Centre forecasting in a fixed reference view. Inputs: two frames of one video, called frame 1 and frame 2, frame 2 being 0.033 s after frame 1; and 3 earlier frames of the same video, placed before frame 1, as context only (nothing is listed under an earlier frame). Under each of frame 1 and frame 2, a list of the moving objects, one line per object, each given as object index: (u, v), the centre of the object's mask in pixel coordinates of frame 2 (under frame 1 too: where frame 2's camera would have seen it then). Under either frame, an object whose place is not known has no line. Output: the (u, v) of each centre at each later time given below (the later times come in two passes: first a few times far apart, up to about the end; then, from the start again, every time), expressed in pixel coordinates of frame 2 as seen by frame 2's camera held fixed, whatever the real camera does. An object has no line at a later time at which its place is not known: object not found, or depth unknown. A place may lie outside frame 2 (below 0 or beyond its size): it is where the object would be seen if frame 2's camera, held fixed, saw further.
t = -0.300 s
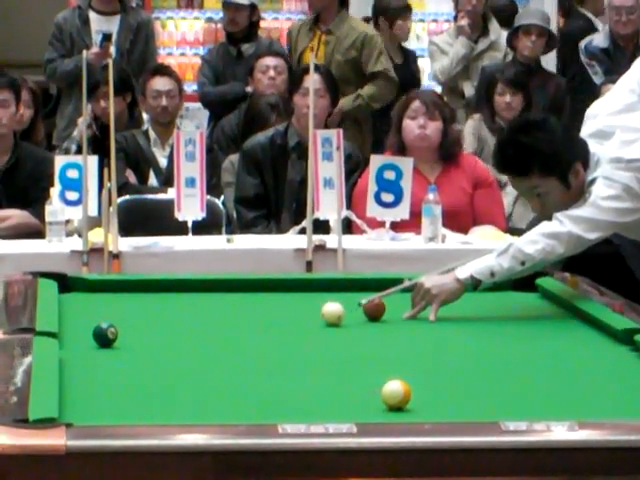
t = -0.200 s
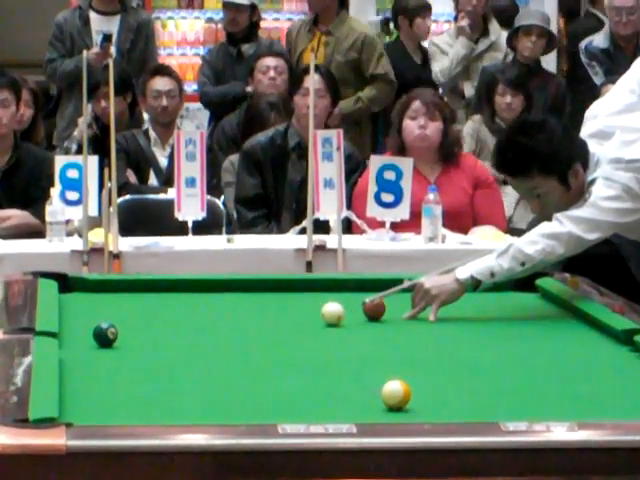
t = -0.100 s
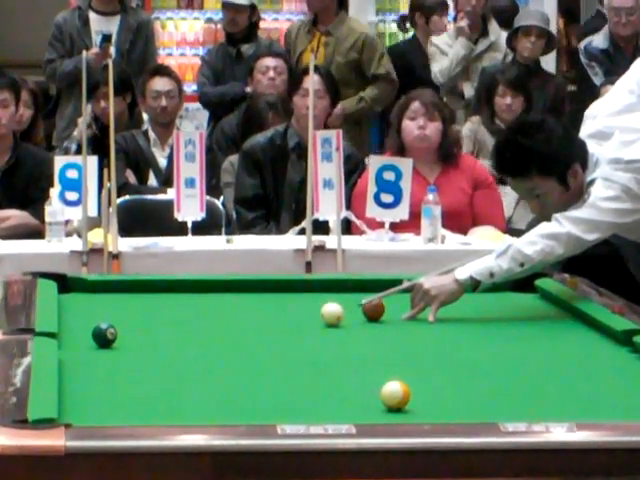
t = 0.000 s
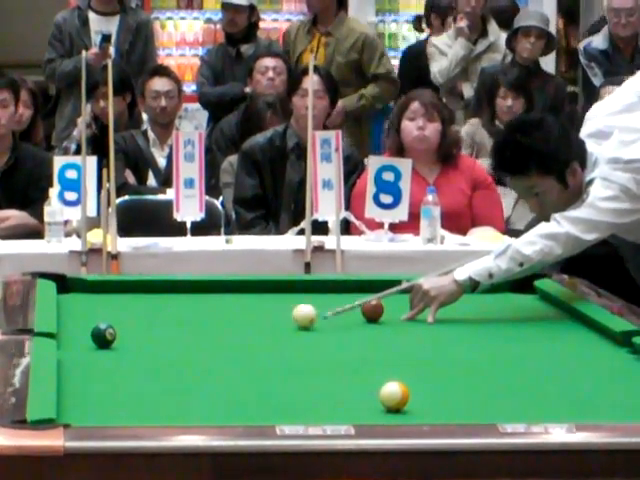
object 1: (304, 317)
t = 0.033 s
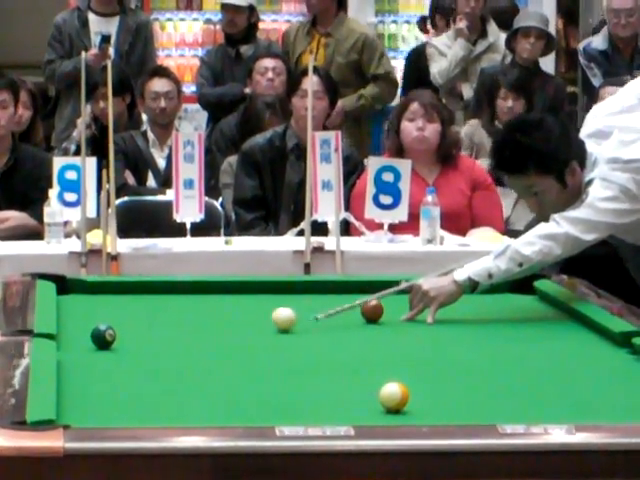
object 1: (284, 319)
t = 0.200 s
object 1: (191, 328)
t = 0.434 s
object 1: (110, 333)
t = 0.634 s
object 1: (75, 333)
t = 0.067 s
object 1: (264, 320)
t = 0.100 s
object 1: (245, 322)
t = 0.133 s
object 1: (226, 324)
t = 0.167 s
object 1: (208, 326)
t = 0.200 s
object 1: (191, 328)
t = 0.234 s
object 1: (173, 329)
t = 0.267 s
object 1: (156, 330)
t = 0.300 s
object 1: (139, 332)
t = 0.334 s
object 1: (123, 333)
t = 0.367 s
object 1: (118, 333)
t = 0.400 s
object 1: (114, 333)
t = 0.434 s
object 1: (110, 333)
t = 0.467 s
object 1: (105, 333)
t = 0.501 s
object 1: (99, 333)
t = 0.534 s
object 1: (93, 333)
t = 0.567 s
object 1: (87, 333)
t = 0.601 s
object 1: (81, 333)
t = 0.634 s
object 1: (75, 333)
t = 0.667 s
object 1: (69, 334)
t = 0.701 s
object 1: (71, 333)
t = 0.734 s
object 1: (75, 333)
